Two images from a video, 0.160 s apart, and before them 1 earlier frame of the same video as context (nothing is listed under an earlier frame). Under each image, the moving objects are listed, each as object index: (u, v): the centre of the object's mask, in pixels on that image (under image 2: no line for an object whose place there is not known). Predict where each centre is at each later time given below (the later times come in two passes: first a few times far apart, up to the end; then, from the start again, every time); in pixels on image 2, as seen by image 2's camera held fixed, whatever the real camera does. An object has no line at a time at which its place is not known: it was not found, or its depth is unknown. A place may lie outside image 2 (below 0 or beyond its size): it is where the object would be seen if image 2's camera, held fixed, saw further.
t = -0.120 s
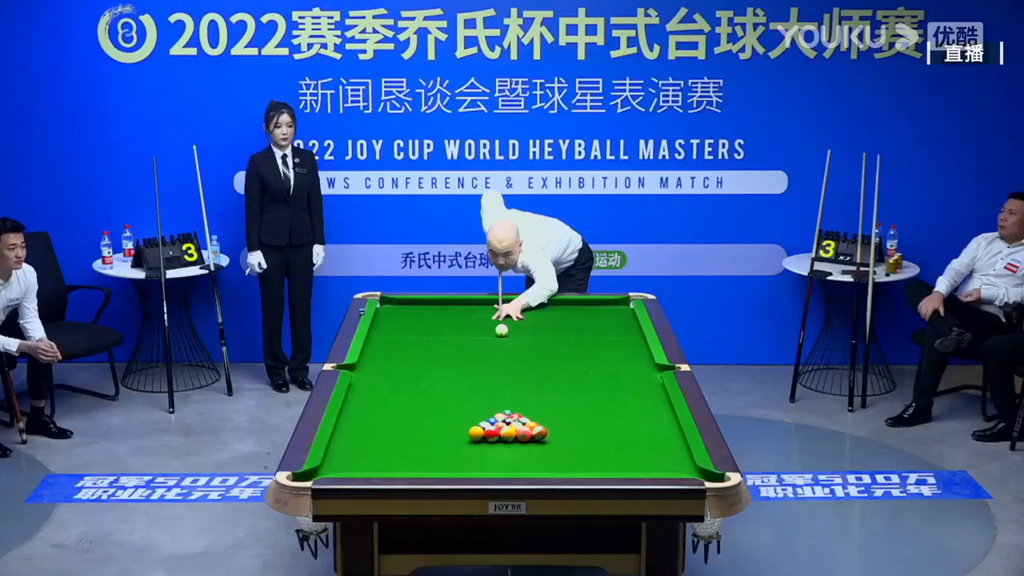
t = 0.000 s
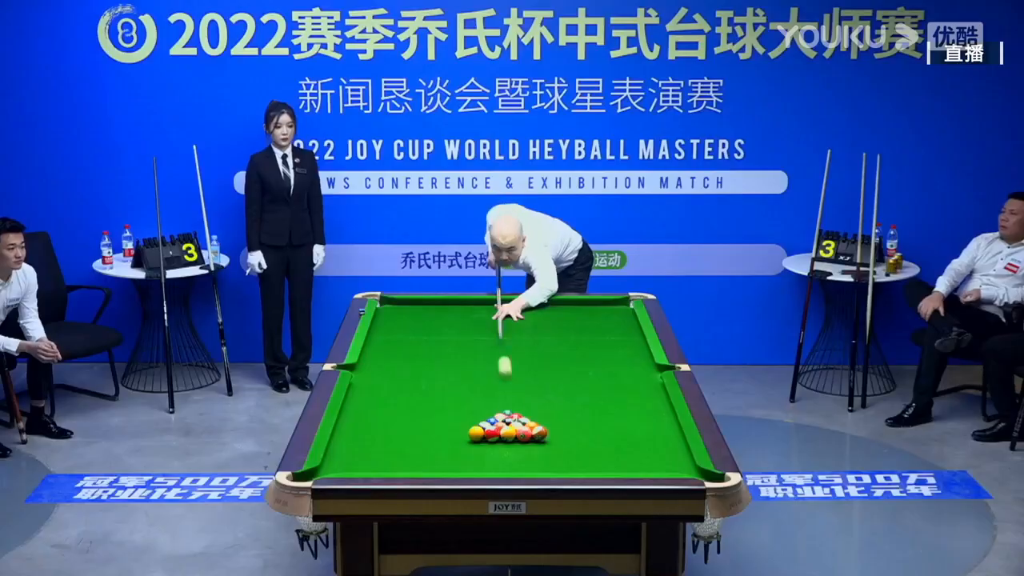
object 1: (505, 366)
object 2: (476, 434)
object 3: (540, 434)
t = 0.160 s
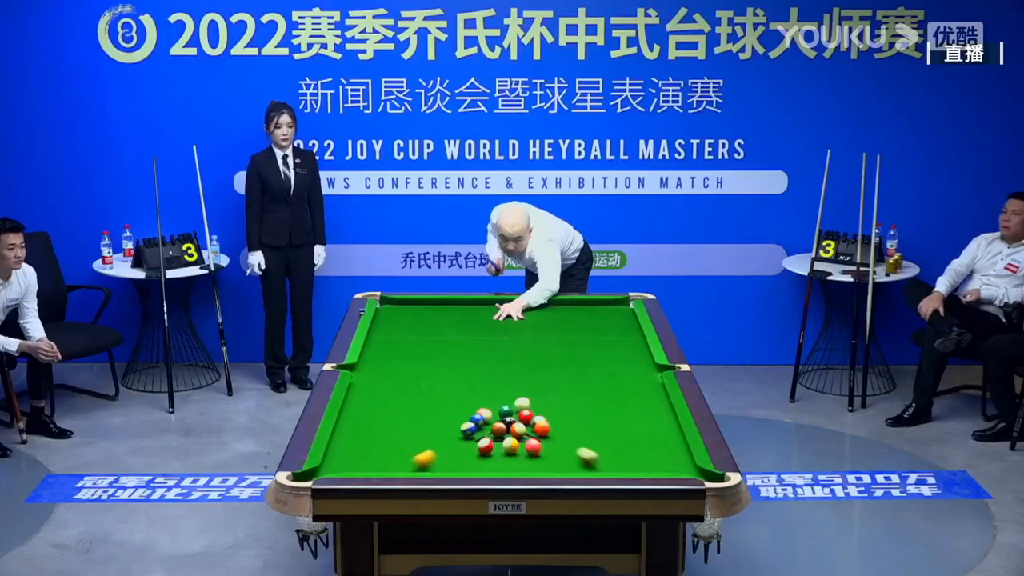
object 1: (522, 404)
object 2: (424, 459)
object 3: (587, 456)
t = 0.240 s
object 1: (534, 398)
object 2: (386, 463)
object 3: (626, 466)
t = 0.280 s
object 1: (539, 395)
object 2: (376, 456)
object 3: (636, 461)
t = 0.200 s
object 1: (528, 401)
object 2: (400, 468)
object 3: (610, 466)
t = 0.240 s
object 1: (534, 398)
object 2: (386, 463)
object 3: (626, 466)
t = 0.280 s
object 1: (539, 395)
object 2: (376, 456)
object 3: (636, 461)
